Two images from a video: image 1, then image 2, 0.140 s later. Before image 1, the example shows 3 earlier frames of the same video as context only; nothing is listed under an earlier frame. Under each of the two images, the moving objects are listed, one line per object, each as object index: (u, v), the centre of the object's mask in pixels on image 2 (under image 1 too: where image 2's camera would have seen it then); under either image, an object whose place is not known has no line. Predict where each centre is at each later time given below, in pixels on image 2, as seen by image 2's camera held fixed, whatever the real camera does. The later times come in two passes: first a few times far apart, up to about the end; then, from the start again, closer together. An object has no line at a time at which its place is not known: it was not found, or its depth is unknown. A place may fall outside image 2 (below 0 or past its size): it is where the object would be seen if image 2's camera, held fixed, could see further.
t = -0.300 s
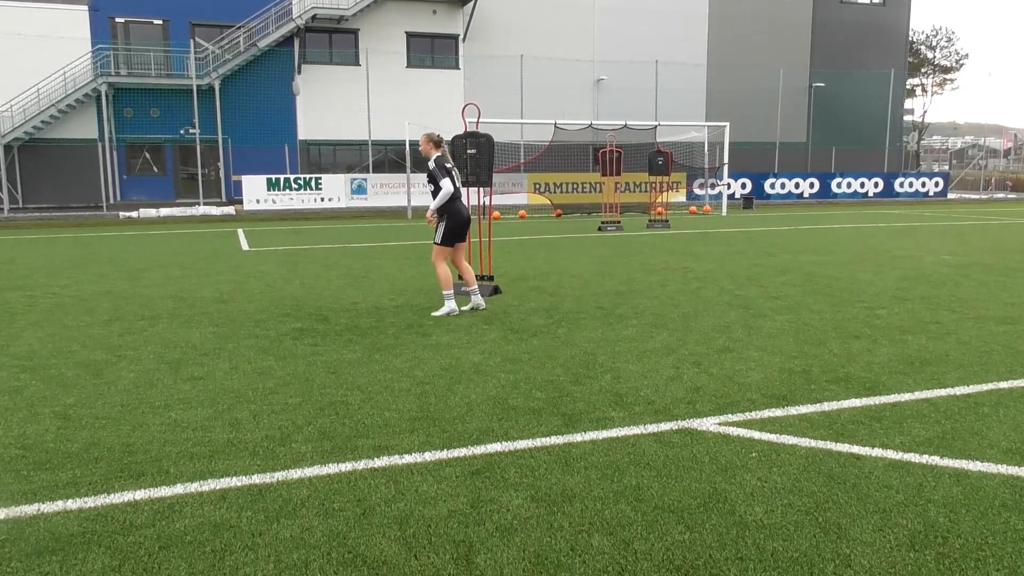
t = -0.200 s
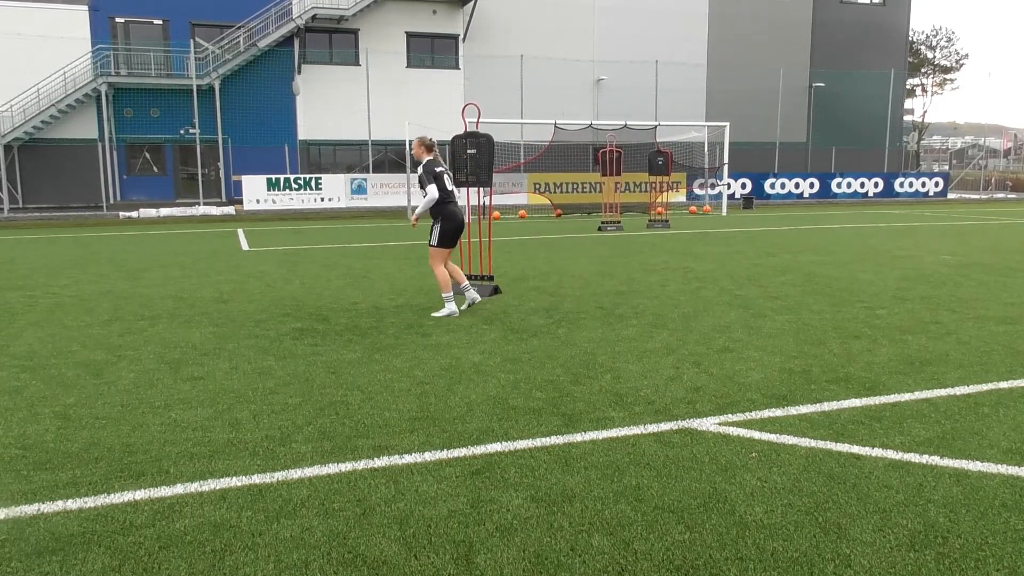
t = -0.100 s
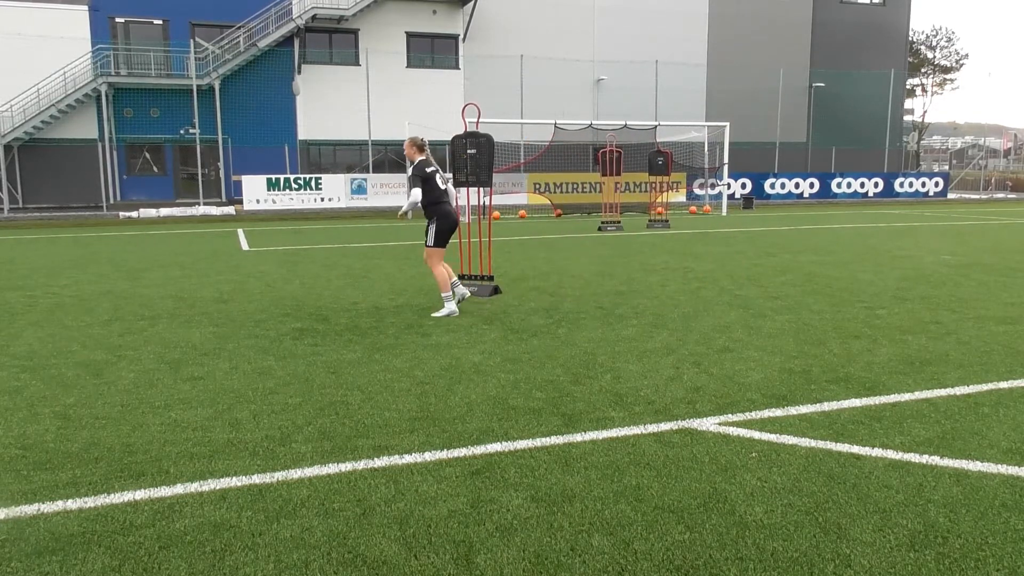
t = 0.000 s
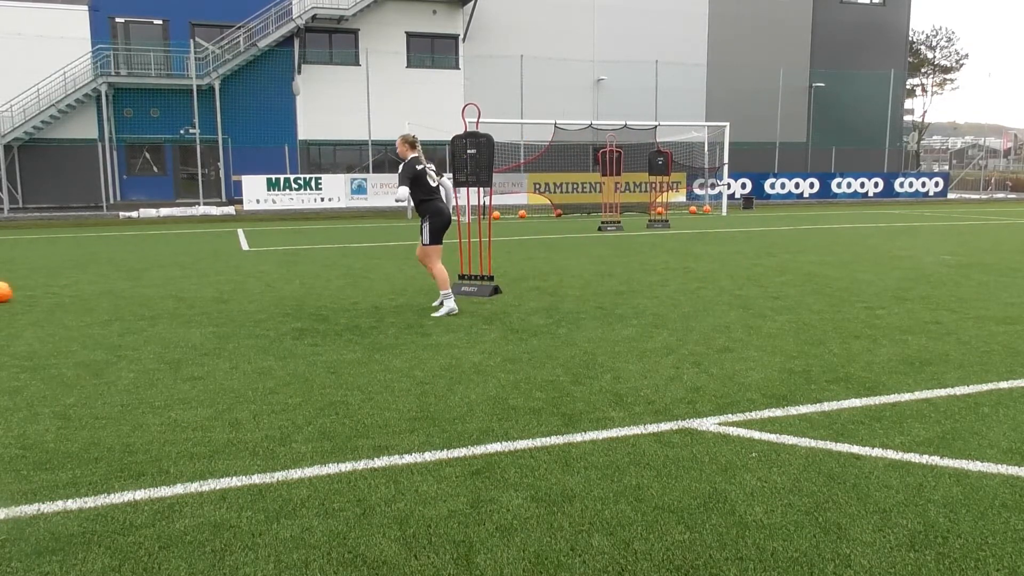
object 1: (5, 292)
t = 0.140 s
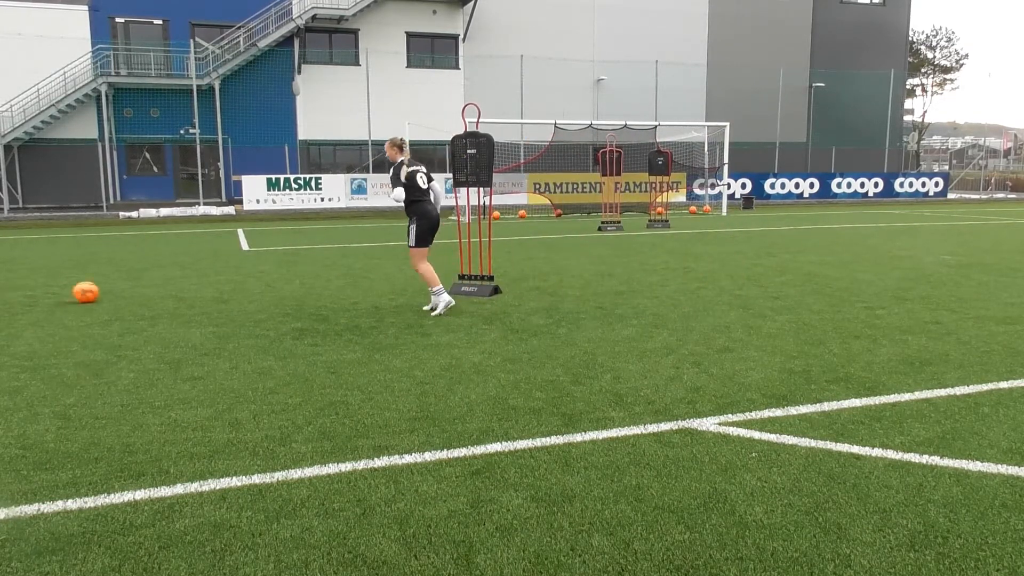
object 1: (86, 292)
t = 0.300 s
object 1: (180, 292)
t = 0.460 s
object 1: (269, 293)
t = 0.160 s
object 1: (98, 292)
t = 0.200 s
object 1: (122, 292)
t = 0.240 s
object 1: (145, 293)
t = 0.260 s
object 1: (157, 292)
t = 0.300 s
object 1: (180, 292)
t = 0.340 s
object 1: (202, 293)
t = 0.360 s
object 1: (214, 293)
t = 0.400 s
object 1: (236, 293)
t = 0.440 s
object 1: (257, 293)
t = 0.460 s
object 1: (269, 293)
